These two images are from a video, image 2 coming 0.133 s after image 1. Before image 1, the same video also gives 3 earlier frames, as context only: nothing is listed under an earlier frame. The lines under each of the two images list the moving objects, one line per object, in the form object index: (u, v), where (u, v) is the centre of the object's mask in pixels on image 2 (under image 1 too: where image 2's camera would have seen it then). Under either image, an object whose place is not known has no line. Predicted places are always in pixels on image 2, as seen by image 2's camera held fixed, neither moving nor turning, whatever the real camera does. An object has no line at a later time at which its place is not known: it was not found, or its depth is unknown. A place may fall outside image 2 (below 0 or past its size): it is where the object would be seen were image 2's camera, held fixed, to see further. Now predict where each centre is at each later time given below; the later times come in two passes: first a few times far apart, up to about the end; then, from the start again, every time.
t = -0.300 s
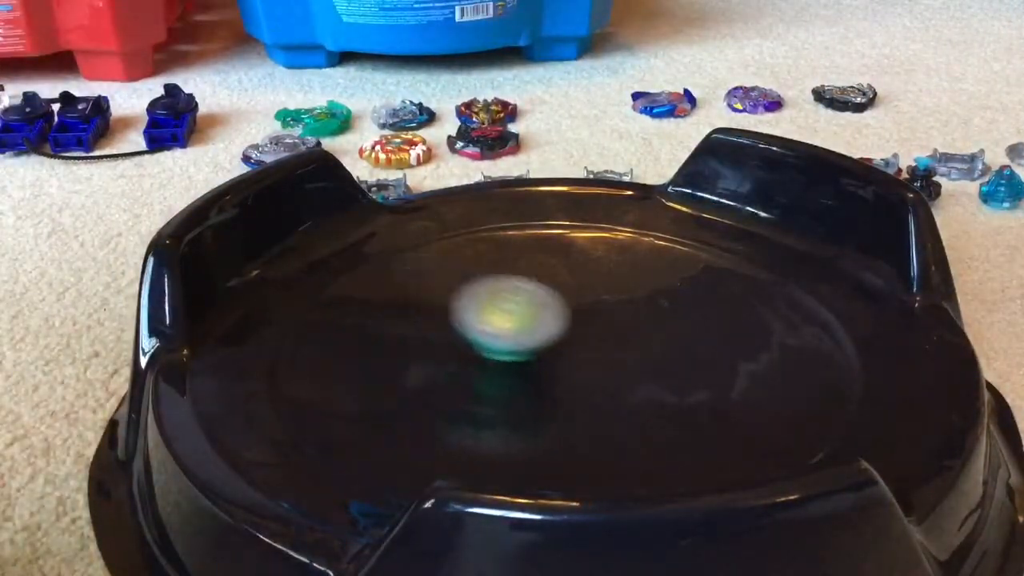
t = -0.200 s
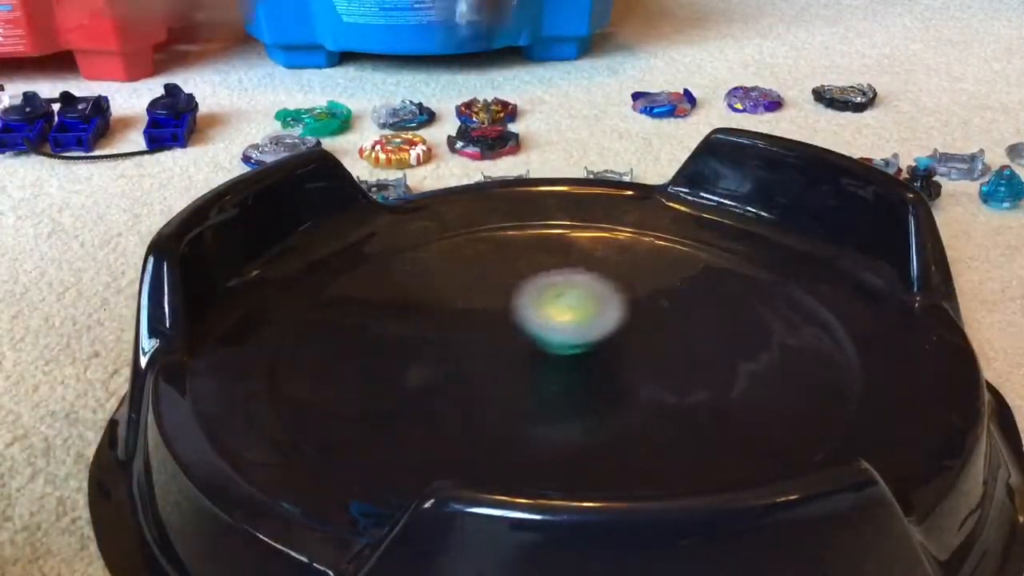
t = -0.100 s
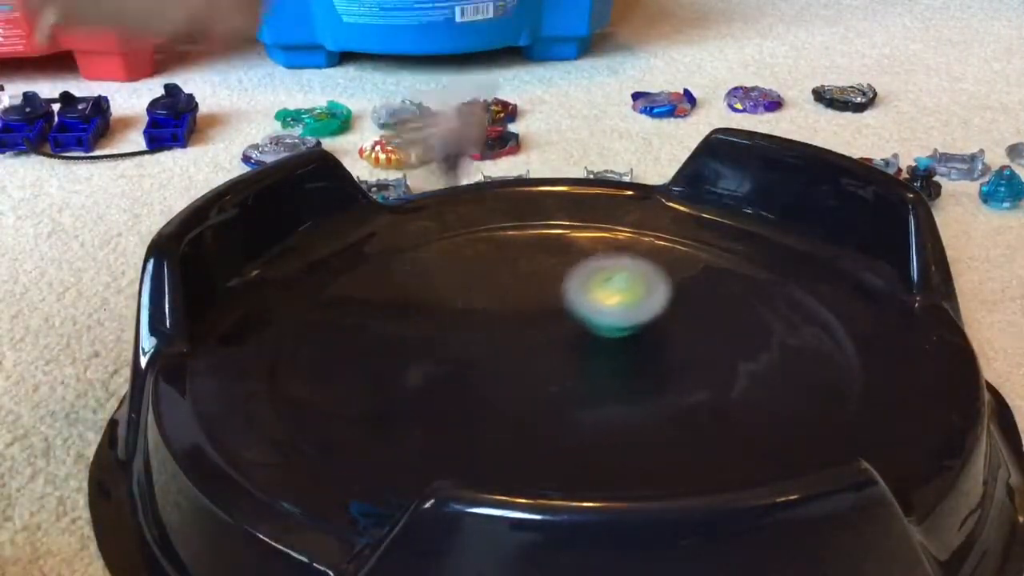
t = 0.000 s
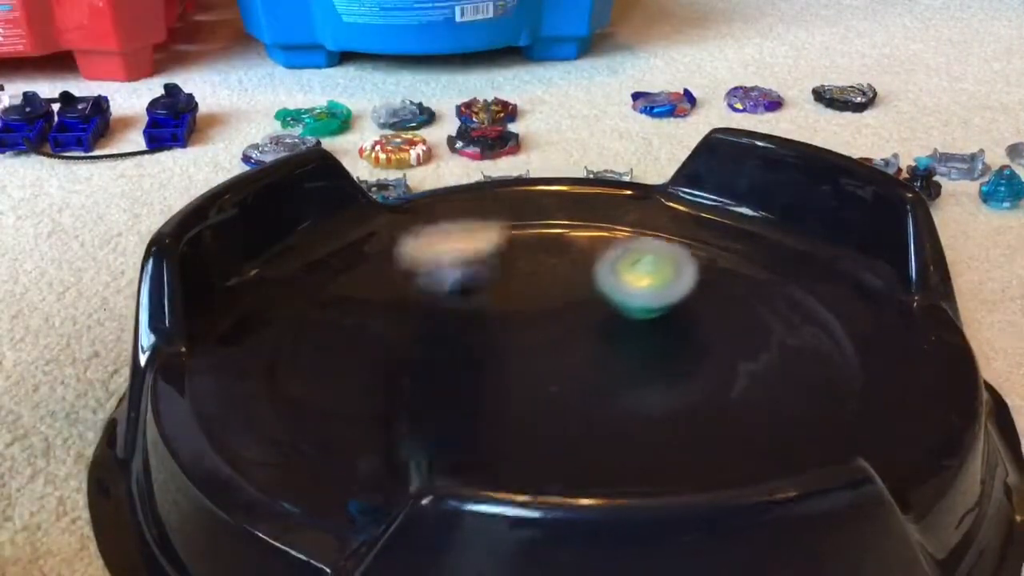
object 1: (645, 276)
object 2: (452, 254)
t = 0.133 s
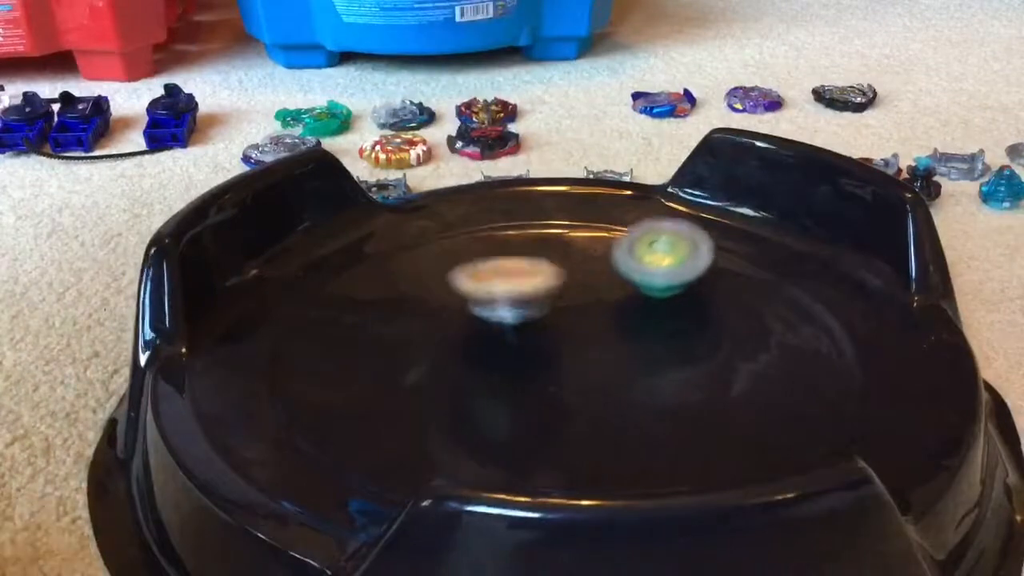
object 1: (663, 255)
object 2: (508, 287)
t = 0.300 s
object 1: (662, 243)
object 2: (568, 325)
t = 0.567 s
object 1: (637, 270)
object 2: (487, 351)
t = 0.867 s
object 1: (643, 323)
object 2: (418, 362)
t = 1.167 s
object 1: (767, 321)
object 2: (430, 341)
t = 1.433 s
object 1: (762, 298)
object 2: (344, 309)
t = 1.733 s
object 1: (636, 311)
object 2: (540, 346)
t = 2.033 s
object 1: (599, 273)
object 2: (411, 349)
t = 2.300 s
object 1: (489, 300)
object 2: (590, 336)
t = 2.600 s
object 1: (422, 319)
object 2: (605, 236)
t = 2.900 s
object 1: (449, 352)
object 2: (372, 283)
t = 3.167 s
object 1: (573, 370)
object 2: (426, 376)
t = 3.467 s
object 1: (792, 255)
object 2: (650, 354)
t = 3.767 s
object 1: (772, 217)
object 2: (547, 192)
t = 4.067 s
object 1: (684, 252)
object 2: (312, 318)
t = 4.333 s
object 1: (551, 315)
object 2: (699, 425)
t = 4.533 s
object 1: (467, 356)
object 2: (876, 277)
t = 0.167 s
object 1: (665, 252)
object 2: (523, 294)
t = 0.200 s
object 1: (666, 248)
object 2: (537, 303)
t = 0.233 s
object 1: (665, 245)
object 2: (549, 311)
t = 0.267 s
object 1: (663, 244)
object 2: (560, 318)
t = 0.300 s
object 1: (662, 243)
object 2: (568, 325)
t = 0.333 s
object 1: (660, 243)
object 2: (573, 332)
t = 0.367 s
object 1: (657, 244)
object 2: (574, 338)
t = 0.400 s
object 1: (654, 245)
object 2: (571, 343)
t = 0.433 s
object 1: (649, 248)
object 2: (563, 346)
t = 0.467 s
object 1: (645, 253)
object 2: (550, 349)
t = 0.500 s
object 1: (642, 258)
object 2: (532, 350)
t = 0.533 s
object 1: (639, 264)
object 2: (511, 351)
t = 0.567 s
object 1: (637, 270)
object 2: (487, 351)
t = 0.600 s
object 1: (635, 277)
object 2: (462, 350)
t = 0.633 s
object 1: (634, 282)
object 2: (439, 350)
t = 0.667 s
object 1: (633, 288)
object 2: (419, 350)
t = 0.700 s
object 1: (633, 295)
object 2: (405, 349)
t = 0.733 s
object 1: (634, 301)
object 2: (396, 351)
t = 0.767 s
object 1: (634, 308)
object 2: (392, 352)
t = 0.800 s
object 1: (637, 313)
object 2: (395, 355)
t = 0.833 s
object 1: (640, 319)
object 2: (404, 358)
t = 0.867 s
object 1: (643, 323)
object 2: (418, 362)
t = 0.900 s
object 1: (647, 327)
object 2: (436, 366)
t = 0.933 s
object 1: (650, 332)
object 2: (458, 371)
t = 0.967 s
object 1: (652, 336)
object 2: (482, 374)
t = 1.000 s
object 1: (654, 340)
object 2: (506, 374)
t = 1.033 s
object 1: (656, 344)
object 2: (527, 370)
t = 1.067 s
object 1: (672, 346)
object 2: (535, 364)
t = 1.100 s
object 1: (715, 337)
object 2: (501, 359)
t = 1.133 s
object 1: (748, 327)
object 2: (465, 351)
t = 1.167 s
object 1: (767, 321)
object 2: (430, 341)
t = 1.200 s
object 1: (776, 316)
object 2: (400, 331)
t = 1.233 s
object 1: (782, 312)
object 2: (376, 323)
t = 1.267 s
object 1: (784, 308)
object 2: (357, 316)
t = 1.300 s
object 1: (784, 305)
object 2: (345, 311)
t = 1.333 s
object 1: (781, 302)
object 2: (337, 307)
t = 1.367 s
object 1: (777, 299)
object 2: (335, 307)
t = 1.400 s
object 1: (770, 298)
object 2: (337, 307)
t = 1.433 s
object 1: (762, 298)
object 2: (344, 309)
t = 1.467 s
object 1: (751, 297)
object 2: (355, 313)
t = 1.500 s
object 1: (739, 298)
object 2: (370, 319)
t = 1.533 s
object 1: (725, 299)
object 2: (388, 326)
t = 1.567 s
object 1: (710, 300)
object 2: (409, 334)
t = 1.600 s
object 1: (694, 302)
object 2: (435, 343)
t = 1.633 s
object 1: (678, 304)
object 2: (463, 349)
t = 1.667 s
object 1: (661, 307)
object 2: (491, 351)
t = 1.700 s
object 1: (646, 310)
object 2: (519, 349)
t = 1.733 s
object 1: (636, 311)
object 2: (540, 346)
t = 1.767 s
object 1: (654, 300)
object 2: (523, 349)
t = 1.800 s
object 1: (671, 289)
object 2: (502, 351)
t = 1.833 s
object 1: (679, 279)
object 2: (479, 349)
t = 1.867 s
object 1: (675, 274)
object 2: (458, 347)
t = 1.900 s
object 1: (664, 273)
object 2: (439, 344)
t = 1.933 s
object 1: (648, 272)
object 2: (423, 343)
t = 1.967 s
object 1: (632, 272)
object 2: (413, 343)
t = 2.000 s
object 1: (616, 272)
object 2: (409, 345)
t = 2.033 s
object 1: (599, 273)
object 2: (411, 349)
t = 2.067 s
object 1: (583, 276)
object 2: (420, 355)
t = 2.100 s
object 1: (568, 279)
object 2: (437, 361)
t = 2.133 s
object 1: (554, 283)
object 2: (461, 366)
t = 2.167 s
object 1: (539, 288)
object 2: (489, 366)
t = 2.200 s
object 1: (526, 290)
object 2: (516, 363)
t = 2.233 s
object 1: (514, 292)
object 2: (543, 355)
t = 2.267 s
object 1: (501, 299)
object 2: (568, 345)
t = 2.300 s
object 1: (489, 300)
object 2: (590, 336)
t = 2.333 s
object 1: (475, 298)
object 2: (611, 326)
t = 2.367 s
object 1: (465, 300)
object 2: (628, 315)
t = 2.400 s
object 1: (456, 302)
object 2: (640, 303)
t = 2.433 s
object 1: (448, 304)
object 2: (647, 290)
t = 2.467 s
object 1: (440, 307)
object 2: (648, 277)
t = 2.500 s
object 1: (434, 309)
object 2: (645, 265)
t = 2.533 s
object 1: (428, 312)
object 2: (636, 254)
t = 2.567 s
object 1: (425, 315)
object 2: (622, 244)
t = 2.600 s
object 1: (422, 319)
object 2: (605, 236)
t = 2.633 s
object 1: (421, 322)
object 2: (585, 232)
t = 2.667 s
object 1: (420, 325)
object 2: (563, 229)
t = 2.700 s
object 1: (420, 329)
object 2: (539, 230)
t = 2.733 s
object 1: (421, 333)
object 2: (514, 233)
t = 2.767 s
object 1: (424, 337)
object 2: (486, 238)
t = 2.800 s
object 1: (428, 341)
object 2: (458, 246)
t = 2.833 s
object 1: (434, 345)
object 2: (428, 257)
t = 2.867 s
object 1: (439, 348)
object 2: (397, 270)
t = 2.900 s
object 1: (449, 352)
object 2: (372, 283)
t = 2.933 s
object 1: (466, 362)
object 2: (346, 291)
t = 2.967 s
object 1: (483, 369)
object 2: (326, 298)
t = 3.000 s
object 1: (500, 372)
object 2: (316, 306)
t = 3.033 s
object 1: (516, 374)
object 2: (316, 317)
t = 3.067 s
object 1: (532, 374)
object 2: (326, 330)
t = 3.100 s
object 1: (546, 374)
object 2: (348, 344)
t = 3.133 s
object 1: (560, 372)
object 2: (382, 360)
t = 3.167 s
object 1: (573, 370)
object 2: (426, 376)
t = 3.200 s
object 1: (602, 366)
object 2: (470, 387)
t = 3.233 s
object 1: (655, 352)
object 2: (486, 397)
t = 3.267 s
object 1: (699, 336)
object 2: (503, 403)
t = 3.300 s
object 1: (734, 318)
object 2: (526, 406)
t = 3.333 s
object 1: (755, 303)
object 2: (553, 403)
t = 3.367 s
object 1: (768, 290)
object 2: (580, 398)
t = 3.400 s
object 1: (779, 278)
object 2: (608, 388)
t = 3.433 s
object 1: (787, 266)
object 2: (631, 371)
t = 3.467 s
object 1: (792, 255)
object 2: (650, 354)
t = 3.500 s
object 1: (789, 245)
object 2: (663, 332)
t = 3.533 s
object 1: (784, 238)
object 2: (669, 310)
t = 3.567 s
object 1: (782, 231)
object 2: (667, 286)
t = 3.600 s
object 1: (781, 226)
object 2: (660, 264)
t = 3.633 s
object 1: (780, 223)
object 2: (645, 242)
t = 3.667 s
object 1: (780, 221)
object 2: (624, 224)
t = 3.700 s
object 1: (778, 219)
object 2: (603, 210)
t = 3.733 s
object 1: (775, 218)
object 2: (576, 200)
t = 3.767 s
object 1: (772, 217)
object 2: (547, 192)
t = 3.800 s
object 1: (767, 218)
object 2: (517, 191)
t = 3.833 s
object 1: (762, 219)
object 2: (486, 196)
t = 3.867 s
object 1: (757, 221)
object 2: (455, 206)
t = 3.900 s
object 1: (750, 223)
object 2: (423, 217)
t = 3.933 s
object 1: (744, 226)
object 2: (387, 228)
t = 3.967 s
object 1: (732, 232)
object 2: (358, 246)
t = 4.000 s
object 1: (716, 238)
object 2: (330, 270)
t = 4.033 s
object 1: (700, 245)
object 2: (315, 294)
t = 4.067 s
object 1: (684, 252)
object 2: (312, 318)
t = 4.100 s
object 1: (668, 259)
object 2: (323, 344)
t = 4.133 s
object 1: (650, 267)
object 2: (345, 370)
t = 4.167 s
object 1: (633, 274)
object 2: (384, 395)
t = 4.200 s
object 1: (617, 282)
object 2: (436, 416)
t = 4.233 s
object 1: (600, 290)
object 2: (497, 430)
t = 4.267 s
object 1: (583, 298)
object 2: (567, 436)
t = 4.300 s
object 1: (567, 307)
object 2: (636, 434)
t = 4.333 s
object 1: (551, 315)
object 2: (699, 425)
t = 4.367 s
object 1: (536, 323)
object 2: (756, 408)
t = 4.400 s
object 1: (521, 330)
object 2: (804, 386)
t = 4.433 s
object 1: (506, 337)
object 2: (839, 359)
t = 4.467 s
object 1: (493, 344)
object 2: (861, 332)
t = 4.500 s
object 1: (480, 350)
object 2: (872, 305)
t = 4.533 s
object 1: (467, 356)
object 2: (876, 277)
